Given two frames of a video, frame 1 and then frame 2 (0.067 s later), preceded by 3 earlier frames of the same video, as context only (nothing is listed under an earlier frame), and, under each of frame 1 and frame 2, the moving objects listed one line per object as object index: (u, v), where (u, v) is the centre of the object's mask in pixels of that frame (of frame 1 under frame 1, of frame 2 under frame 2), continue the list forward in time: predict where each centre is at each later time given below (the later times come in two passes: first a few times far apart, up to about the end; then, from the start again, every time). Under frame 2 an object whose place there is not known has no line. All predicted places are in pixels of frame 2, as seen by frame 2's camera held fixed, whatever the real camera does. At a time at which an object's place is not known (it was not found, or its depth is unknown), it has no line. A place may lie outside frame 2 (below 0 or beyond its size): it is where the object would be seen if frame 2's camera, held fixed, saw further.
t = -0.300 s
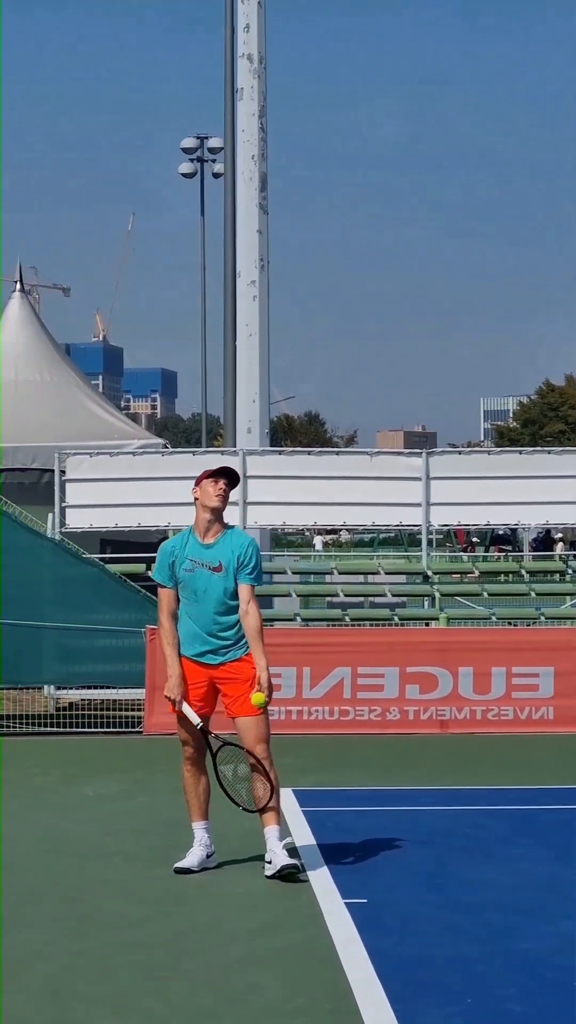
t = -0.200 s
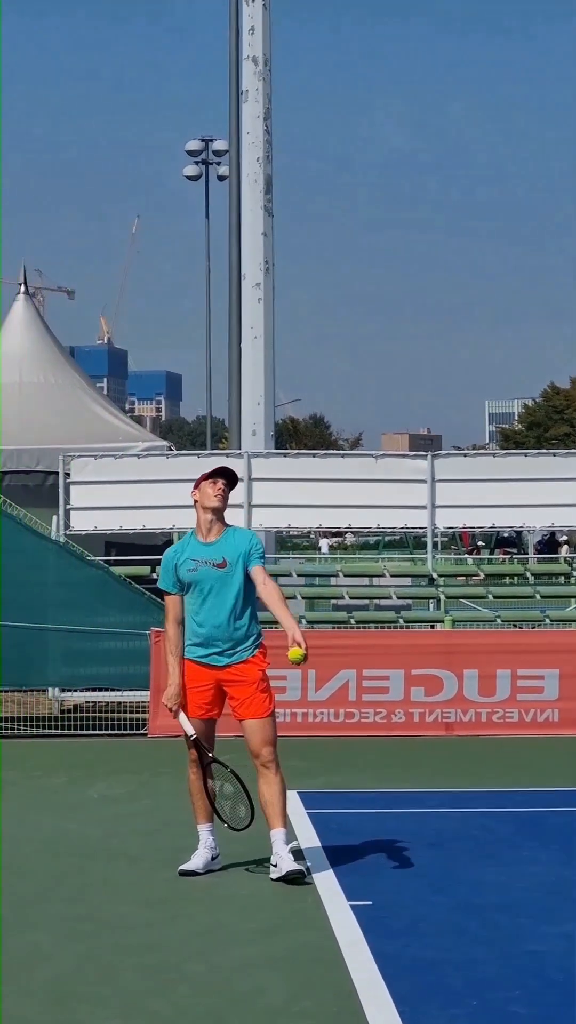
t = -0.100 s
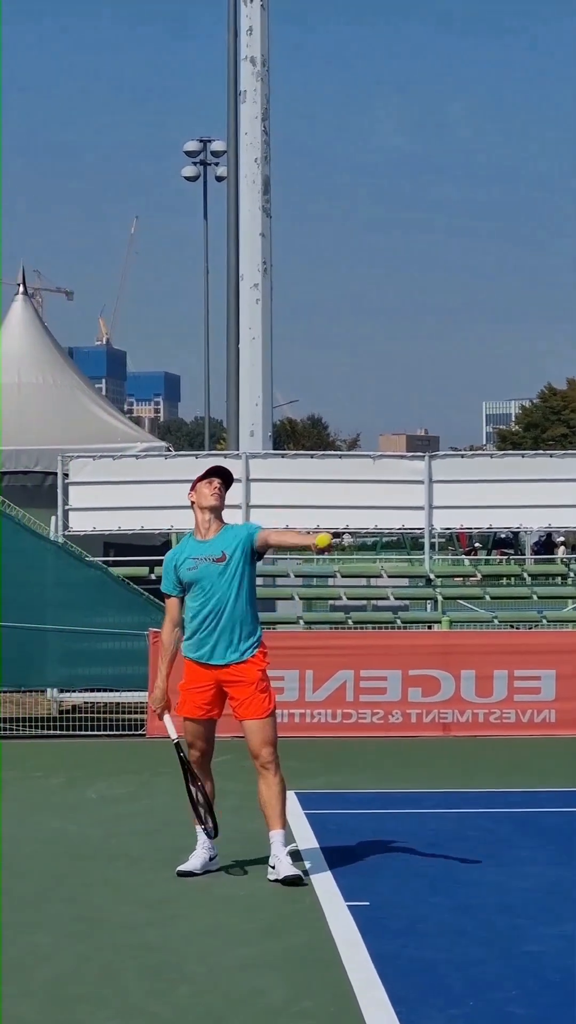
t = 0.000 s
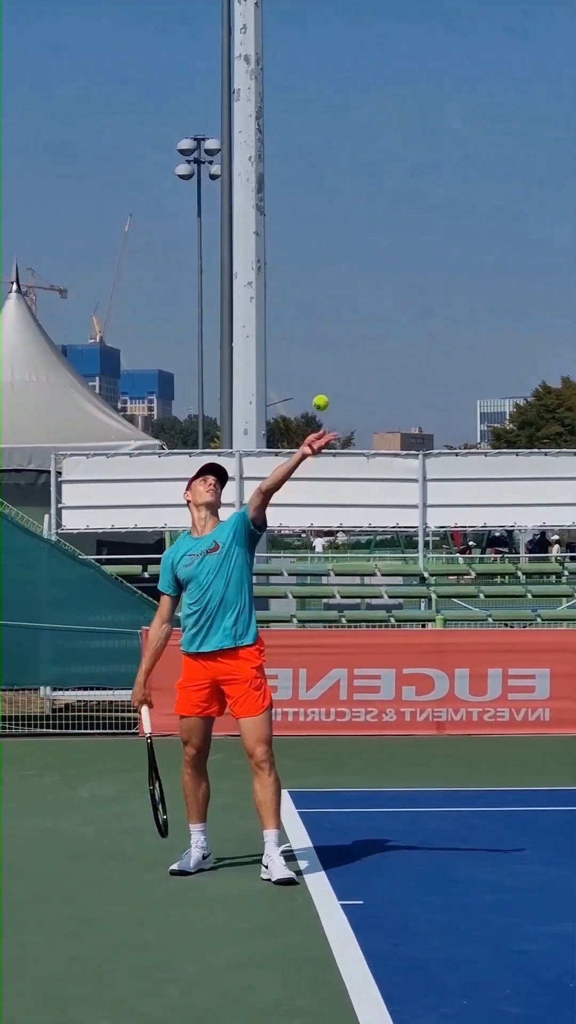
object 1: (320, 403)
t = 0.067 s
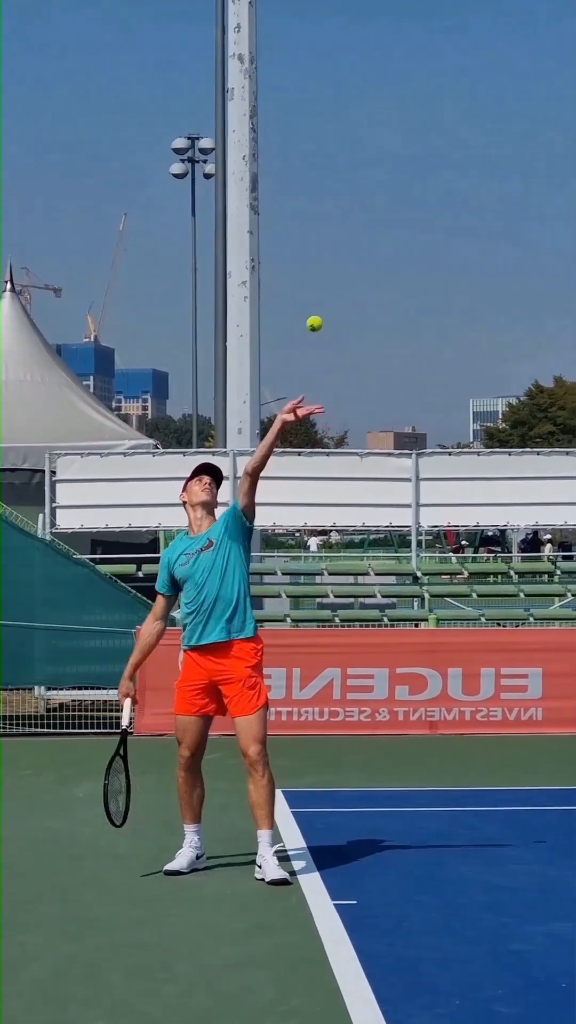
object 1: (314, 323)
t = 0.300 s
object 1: (315, 135)
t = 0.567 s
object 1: (316, 76)
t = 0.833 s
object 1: (318, 171)
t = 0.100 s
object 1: (314, 289)
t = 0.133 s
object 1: (314, 256)
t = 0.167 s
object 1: (314, 227)
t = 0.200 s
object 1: (314, 200)
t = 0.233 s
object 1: (314, 175)
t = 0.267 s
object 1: (315, 154)
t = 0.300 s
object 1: (315, 135)
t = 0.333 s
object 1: (315, 119)
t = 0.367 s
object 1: (315, 105)
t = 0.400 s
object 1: (315, 94)
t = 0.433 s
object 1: (315, 86)
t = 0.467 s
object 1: (316, 80)
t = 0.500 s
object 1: (316, 76)
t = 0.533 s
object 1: (316, 75)
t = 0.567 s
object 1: (316, 76)
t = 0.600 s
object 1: (316, 80)
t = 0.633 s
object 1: (316, 86)
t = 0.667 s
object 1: (316, 95)
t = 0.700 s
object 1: (317, 105)
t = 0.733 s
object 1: (318, 119)
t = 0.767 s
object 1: (318, 134)
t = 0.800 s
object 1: (318, 152)
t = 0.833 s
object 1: (318, 171)
